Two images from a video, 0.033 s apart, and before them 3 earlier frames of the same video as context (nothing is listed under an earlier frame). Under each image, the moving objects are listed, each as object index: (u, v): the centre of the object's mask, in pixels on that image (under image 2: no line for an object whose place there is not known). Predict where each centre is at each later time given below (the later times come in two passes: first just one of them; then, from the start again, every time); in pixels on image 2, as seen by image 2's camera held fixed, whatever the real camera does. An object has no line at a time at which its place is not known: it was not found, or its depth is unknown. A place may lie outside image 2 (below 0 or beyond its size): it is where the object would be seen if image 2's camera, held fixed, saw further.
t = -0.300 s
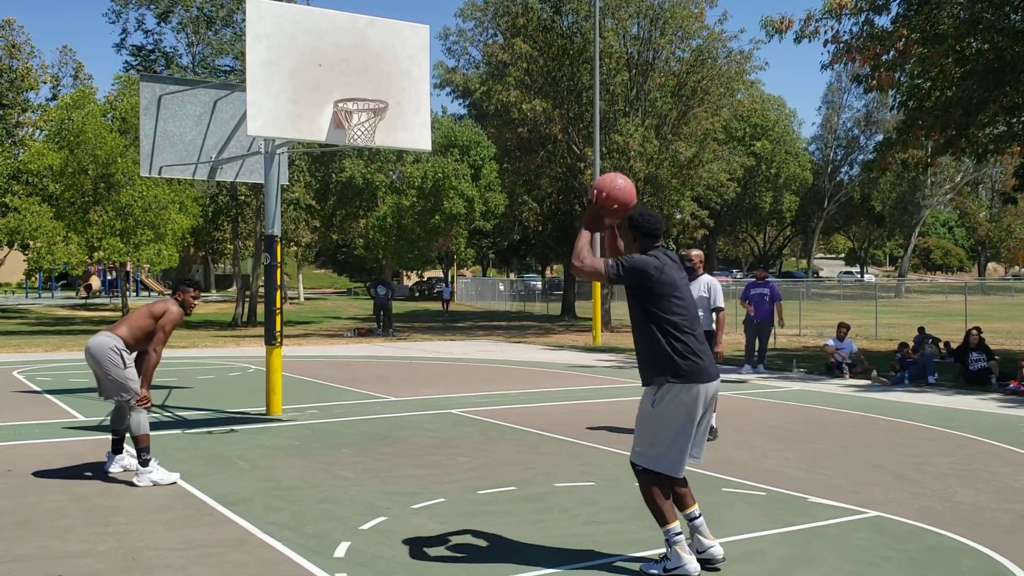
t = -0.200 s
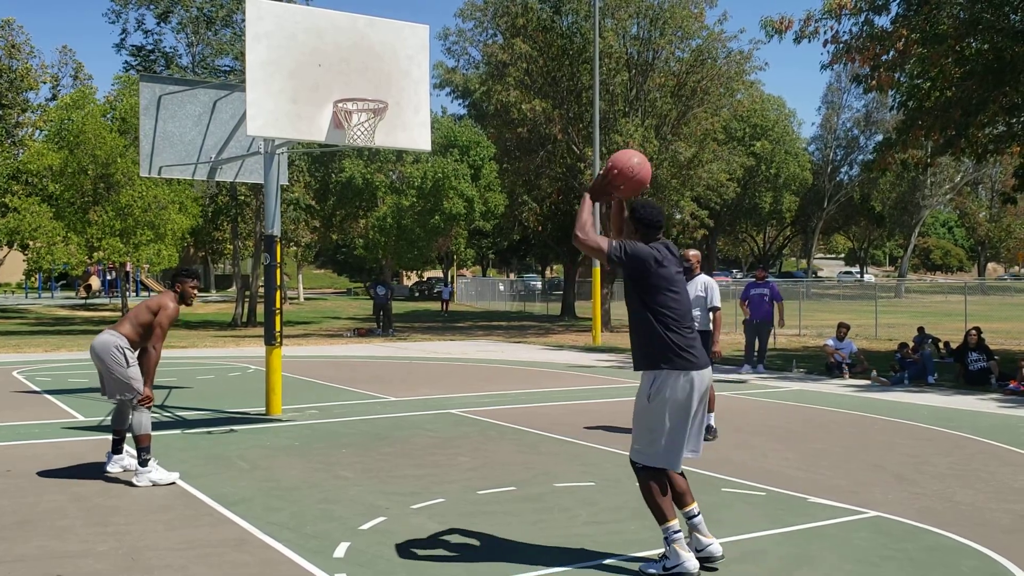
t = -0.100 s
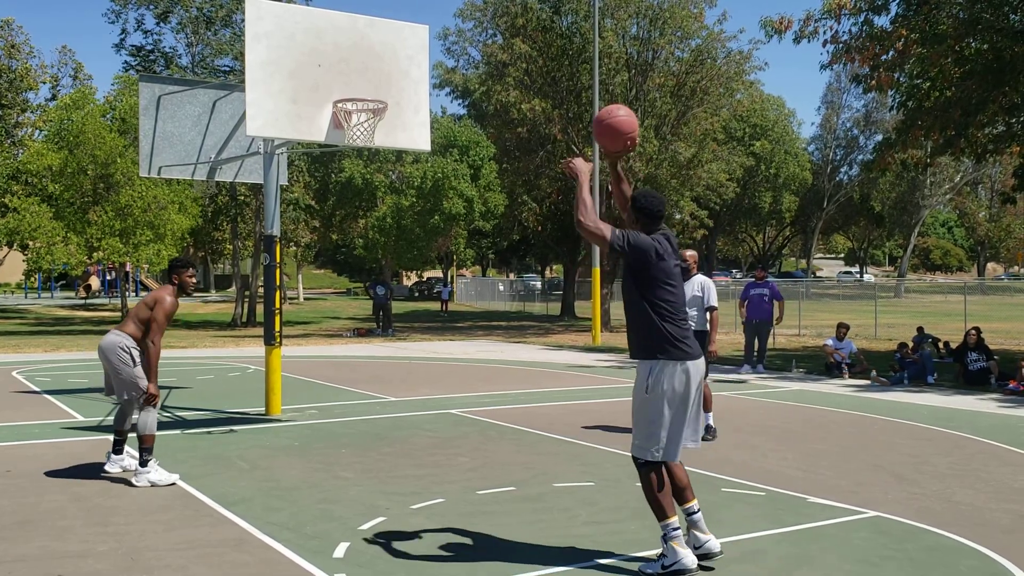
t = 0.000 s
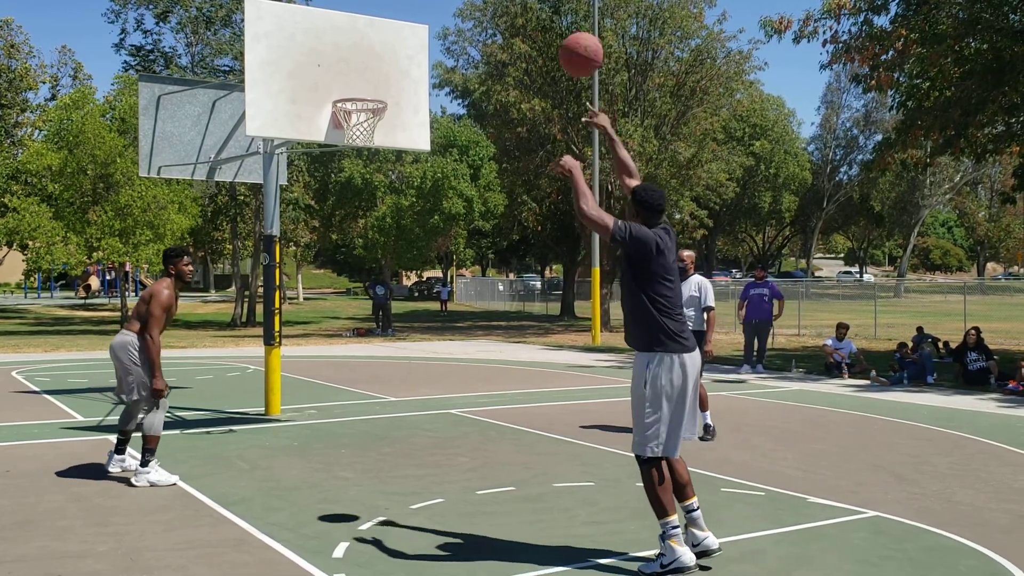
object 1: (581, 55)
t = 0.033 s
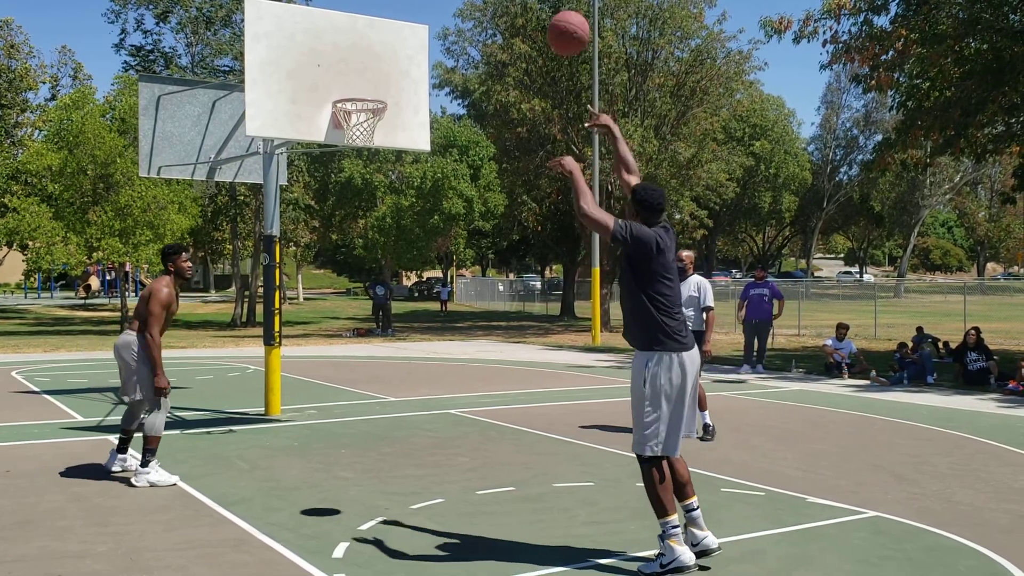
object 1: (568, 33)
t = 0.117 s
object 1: (538, 5)
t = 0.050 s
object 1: (562, 23)
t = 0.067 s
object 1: (556, 17)
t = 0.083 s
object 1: (550, 12)
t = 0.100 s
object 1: (544, 9)
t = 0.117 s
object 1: (538, 5)
